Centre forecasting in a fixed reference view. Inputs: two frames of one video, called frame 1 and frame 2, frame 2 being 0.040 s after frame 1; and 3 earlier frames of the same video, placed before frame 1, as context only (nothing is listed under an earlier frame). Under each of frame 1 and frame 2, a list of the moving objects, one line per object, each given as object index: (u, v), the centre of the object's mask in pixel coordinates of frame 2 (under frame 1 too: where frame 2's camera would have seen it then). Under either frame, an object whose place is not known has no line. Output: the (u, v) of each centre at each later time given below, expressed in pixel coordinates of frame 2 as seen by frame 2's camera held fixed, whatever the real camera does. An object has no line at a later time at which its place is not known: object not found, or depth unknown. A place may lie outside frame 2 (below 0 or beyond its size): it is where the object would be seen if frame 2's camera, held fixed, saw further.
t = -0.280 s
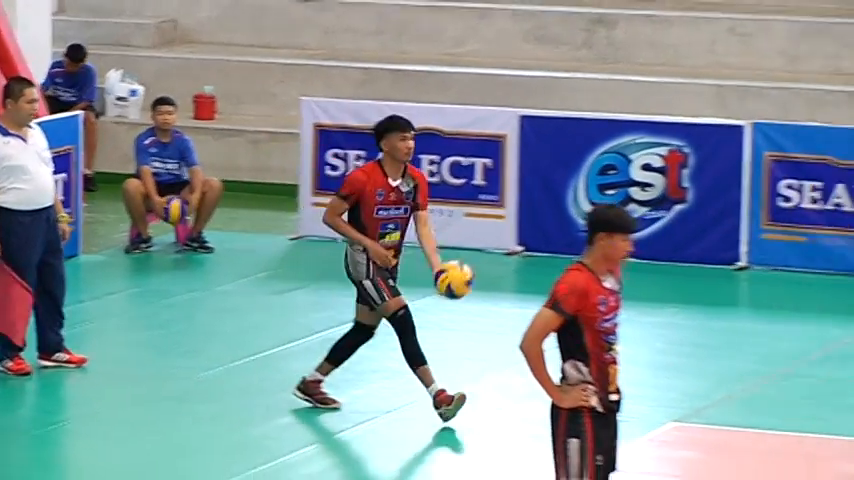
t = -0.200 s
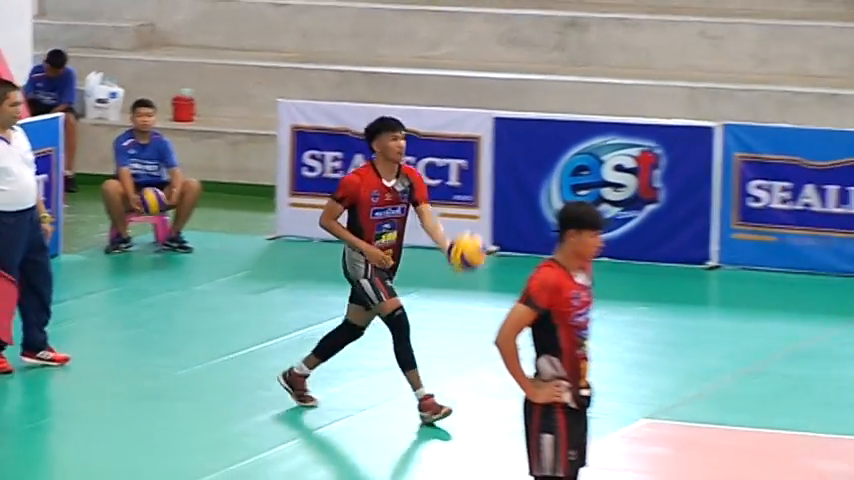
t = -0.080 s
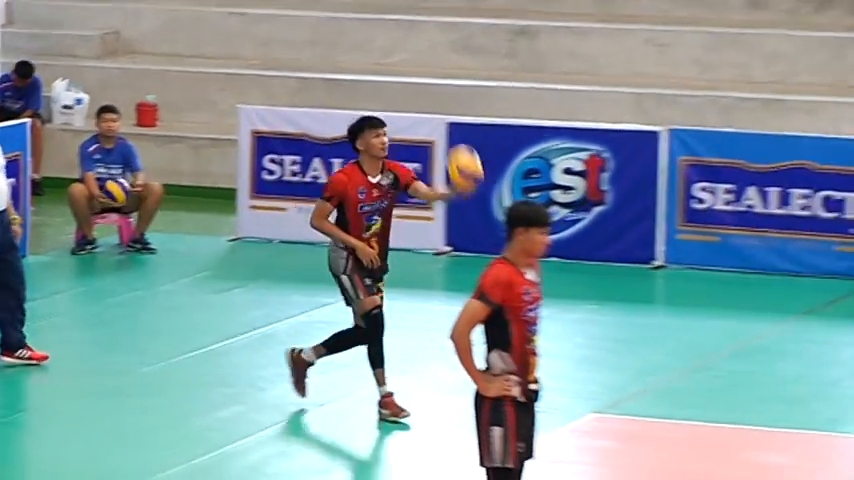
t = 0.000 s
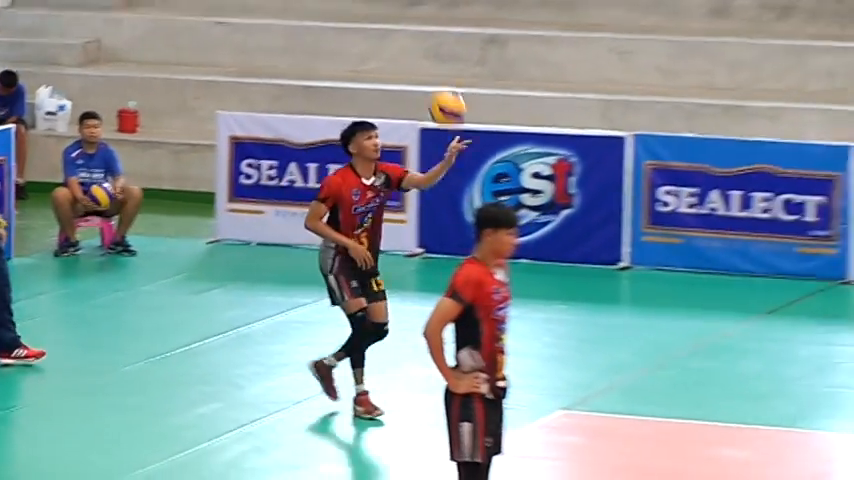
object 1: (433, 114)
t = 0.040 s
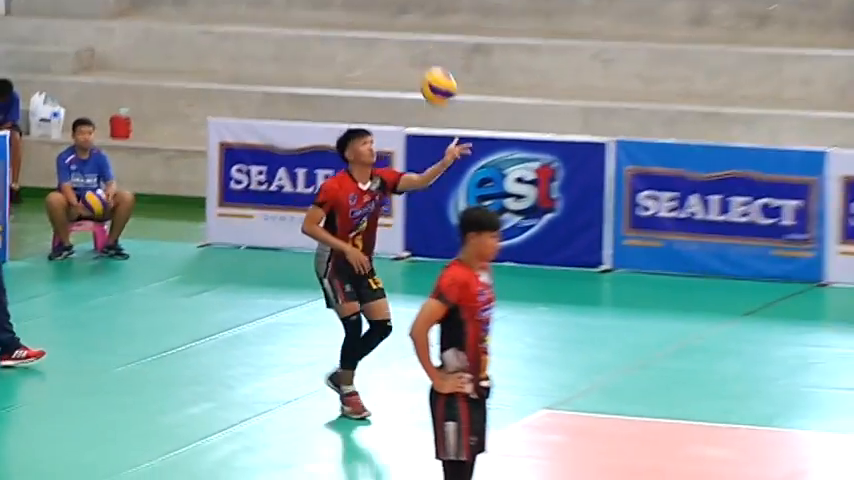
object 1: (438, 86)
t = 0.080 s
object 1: (444, 60)
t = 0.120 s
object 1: (450, 37)
